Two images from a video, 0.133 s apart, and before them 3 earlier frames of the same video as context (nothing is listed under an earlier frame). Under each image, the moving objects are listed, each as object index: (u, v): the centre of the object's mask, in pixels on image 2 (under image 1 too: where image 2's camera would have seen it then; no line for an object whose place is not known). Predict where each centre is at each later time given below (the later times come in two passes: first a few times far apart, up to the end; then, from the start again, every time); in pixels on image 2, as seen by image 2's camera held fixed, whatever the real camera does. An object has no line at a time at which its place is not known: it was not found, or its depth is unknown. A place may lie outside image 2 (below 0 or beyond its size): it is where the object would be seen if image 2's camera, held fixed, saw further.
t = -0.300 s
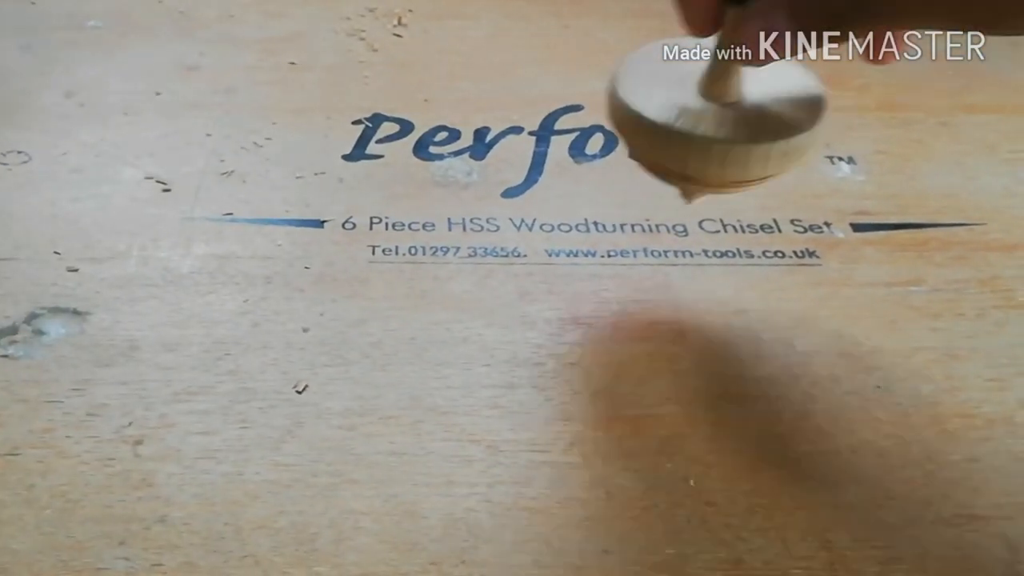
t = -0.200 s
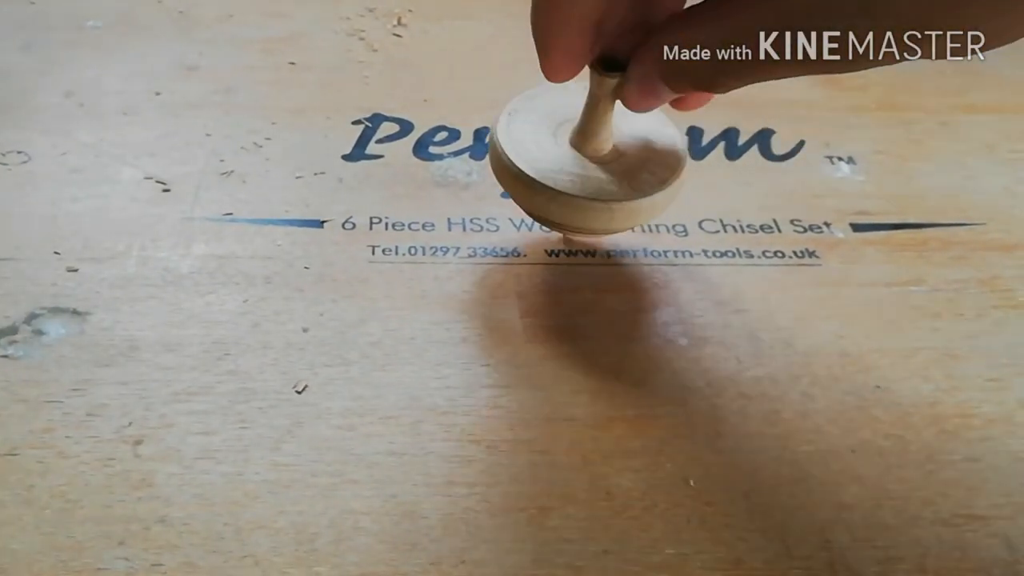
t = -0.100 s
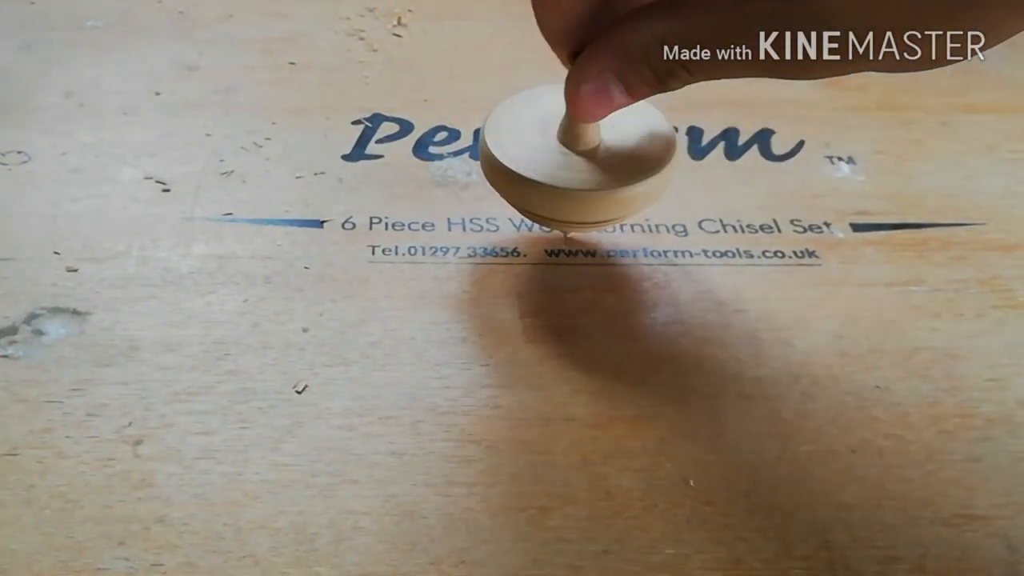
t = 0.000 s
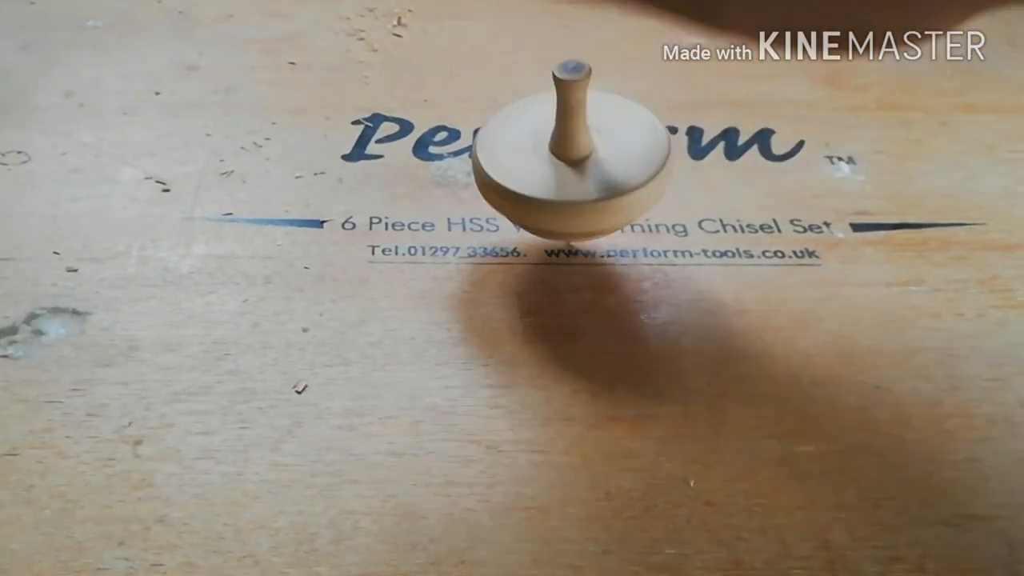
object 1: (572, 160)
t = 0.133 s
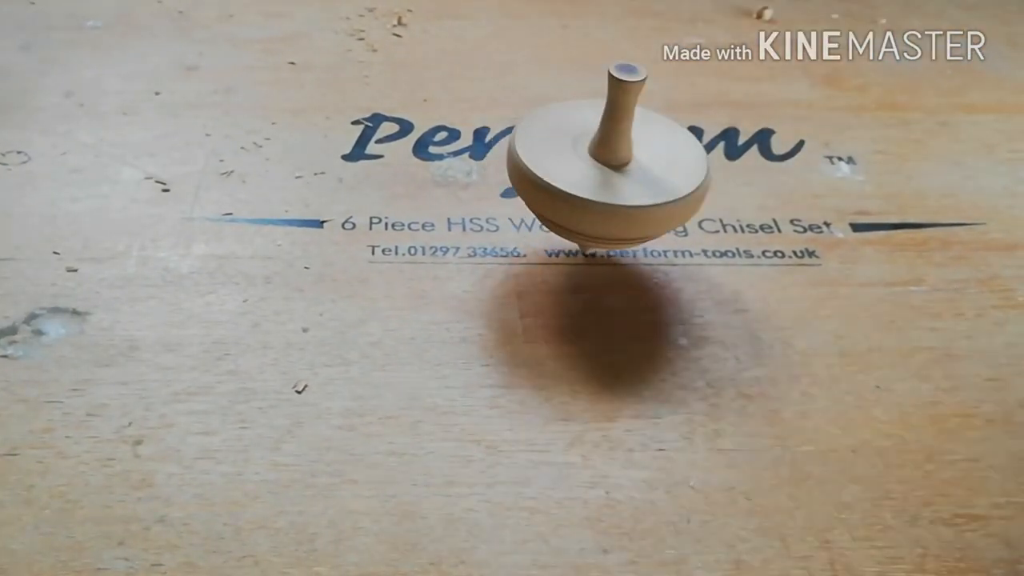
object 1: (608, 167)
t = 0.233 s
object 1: (628, 155)
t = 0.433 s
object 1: (692, 163)
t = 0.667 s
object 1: (740, 143)
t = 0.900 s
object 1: (792, 142)
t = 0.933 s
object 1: (801, 141)
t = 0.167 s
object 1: (612, 165)
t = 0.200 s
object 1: (617, 159)
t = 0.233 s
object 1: (628, 155)
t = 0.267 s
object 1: (641, 154)
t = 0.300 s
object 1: (652, 153)
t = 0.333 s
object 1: (666, 156)
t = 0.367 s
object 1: (679, 159)
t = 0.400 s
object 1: (687, 161)
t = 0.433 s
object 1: (692, 163)
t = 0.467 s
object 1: (694, 162)
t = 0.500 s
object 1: (694, 159)
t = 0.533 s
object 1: (701, 155)
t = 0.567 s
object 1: (707, 149)
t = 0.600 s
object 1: (718, 146)
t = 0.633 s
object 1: (728, 143)
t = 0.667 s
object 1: (740, 143)
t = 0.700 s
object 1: (754, 143)
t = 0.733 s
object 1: (762, 147)
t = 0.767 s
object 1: (774, 148)
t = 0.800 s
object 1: (778, 150)
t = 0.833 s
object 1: (783, 147)
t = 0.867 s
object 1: (786, 145)
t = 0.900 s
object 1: (792, 142)
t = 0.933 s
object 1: (801, 141)
